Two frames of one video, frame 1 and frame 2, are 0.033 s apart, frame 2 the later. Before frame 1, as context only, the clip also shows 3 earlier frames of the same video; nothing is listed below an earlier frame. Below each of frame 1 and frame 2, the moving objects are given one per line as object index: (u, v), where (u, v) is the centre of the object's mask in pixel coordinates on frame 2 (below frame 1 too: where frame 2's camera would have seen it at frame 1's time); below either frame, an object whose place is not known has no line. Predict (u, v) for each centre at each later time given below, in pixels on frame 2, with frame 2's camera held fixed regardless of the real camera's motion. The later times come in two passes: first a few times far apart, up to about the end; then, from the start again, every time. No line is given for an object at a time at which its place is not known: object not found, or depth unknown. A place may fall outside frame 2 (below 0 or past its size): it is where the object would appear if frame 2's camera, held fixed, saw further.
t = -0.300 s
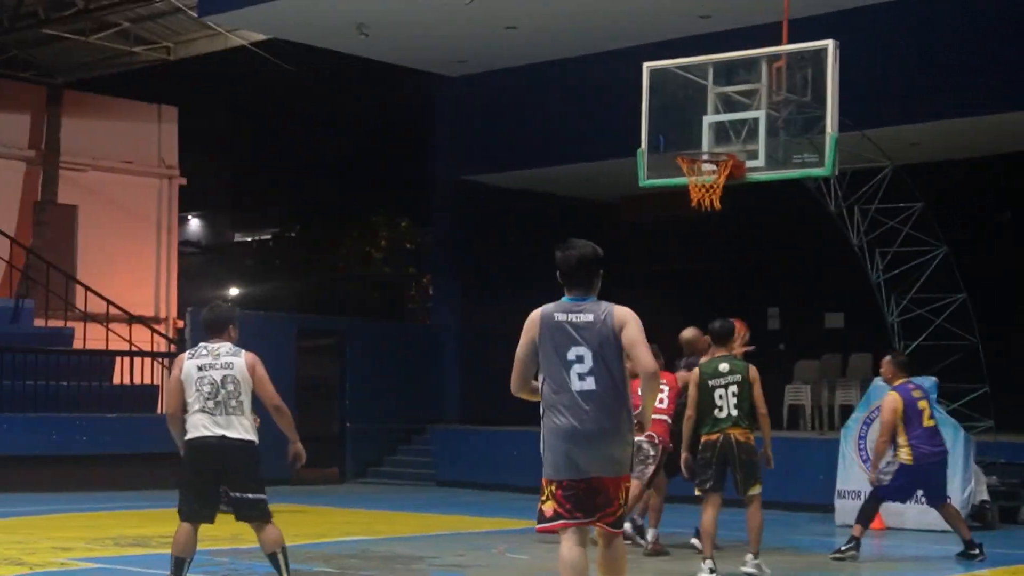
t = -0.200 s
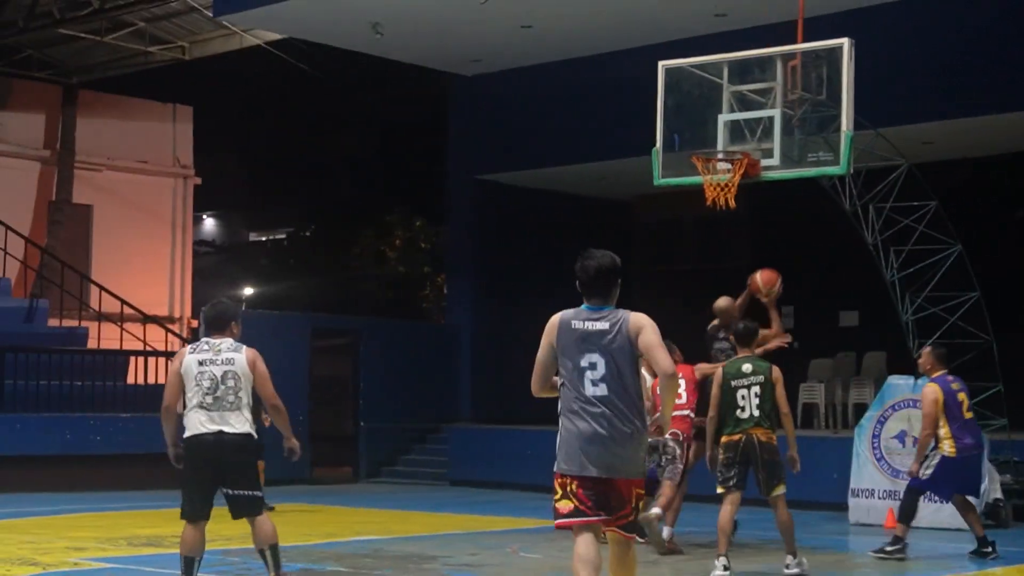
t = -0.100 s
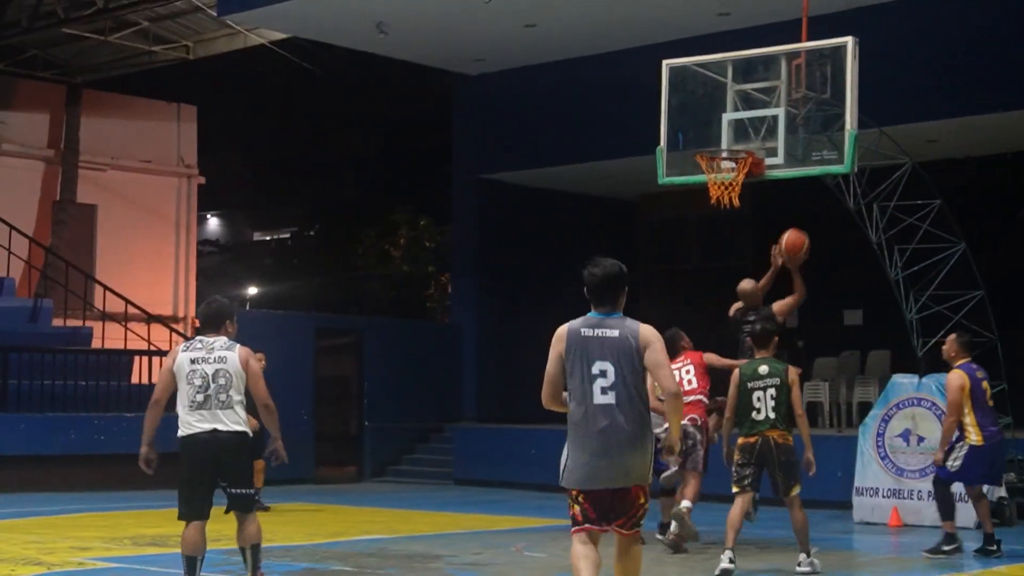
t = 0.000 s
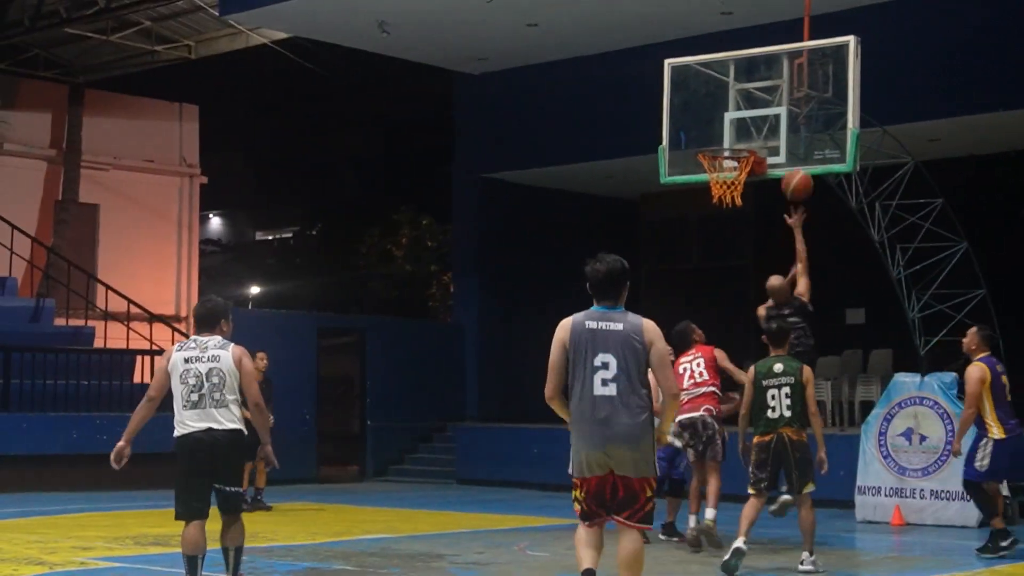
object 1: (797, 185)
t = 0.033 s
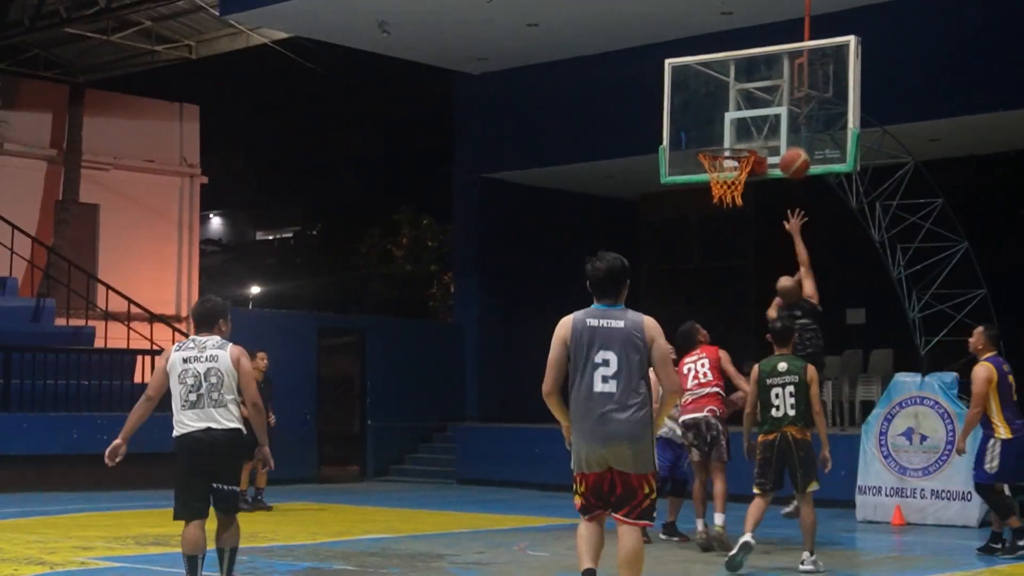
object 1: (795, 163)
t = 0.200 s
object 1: (780, 86)
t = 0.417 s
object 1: (759, 37)
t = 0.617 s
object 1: (737, 44)
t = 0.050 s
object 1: (793, 153)
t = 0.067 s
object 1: (791, 145)
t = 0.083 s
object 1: (789, 135)
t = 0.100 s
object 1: (788, 127)
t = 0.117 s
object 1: (787, 120)
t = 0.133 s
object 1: (785, 112)
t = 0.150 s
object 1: (784, 105)
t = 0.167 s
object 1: (782, 98)
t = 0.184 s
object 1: (781, 91)
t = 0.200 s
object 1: (780, 86)
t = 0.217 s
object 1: (778, 80)
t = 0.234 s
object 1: (777, 73)
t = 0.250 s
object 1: (776, 68)
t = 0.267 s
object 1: (774, 64)
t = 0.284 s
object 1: (772, 61)
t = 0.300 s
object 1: (771, 55)
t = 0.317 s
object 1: (769, 51)
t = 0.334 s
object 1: (767, 48)
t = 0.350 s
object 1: (766, 46)
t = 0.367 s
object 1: (764, 43)
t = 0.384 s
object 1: (763, 41)
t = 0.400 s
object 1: (761, 39)
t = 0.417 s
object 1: (759, 37)
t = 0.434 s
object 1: (758, 36)
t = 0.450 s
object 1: (756, 35)
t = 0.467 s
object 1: (754, 35)
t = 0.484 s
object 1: (752, 35)
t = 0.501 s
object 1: (750, 35)
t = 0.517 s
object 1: (749, 36)
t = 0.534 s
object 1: (747, 36)
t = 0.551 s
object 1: (745, 37)
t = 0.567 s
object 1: (743, 39)
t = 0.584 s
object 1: (741, 41)
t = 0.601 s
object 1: (739, 42)
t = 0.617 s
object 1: (737, 44)
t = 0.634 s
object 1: (735, 47)
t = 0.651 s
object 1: (734, 50)
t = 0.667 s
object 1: (732, 53)
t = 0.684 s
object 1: (730, 57)
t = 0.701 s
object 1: (729, 61)
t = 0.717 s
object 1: (727, 66)
